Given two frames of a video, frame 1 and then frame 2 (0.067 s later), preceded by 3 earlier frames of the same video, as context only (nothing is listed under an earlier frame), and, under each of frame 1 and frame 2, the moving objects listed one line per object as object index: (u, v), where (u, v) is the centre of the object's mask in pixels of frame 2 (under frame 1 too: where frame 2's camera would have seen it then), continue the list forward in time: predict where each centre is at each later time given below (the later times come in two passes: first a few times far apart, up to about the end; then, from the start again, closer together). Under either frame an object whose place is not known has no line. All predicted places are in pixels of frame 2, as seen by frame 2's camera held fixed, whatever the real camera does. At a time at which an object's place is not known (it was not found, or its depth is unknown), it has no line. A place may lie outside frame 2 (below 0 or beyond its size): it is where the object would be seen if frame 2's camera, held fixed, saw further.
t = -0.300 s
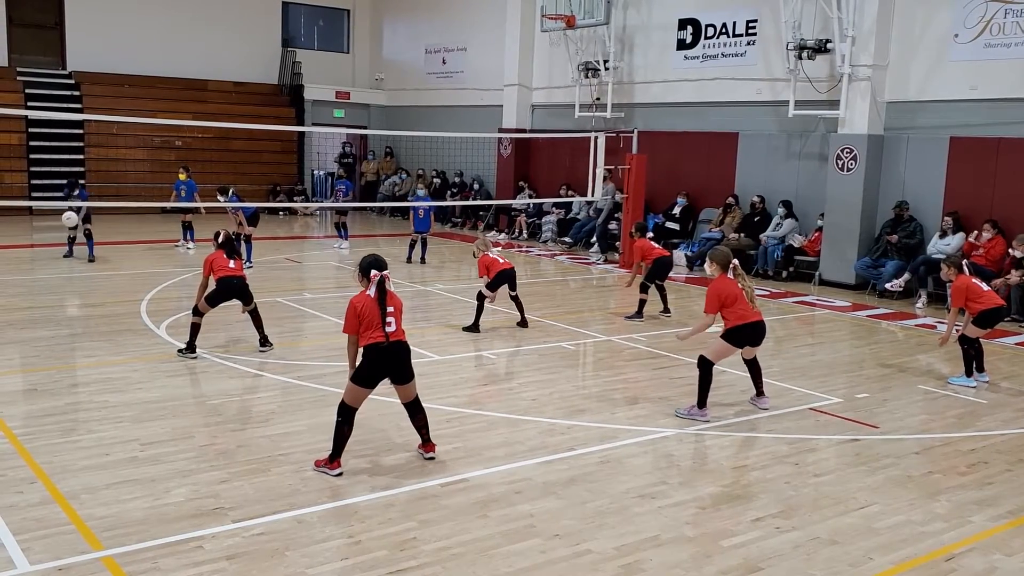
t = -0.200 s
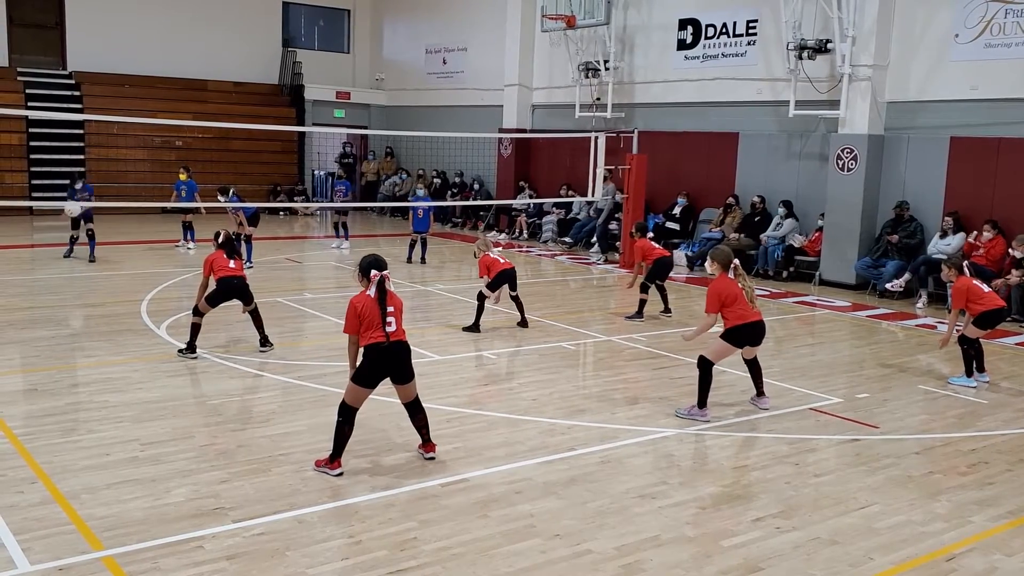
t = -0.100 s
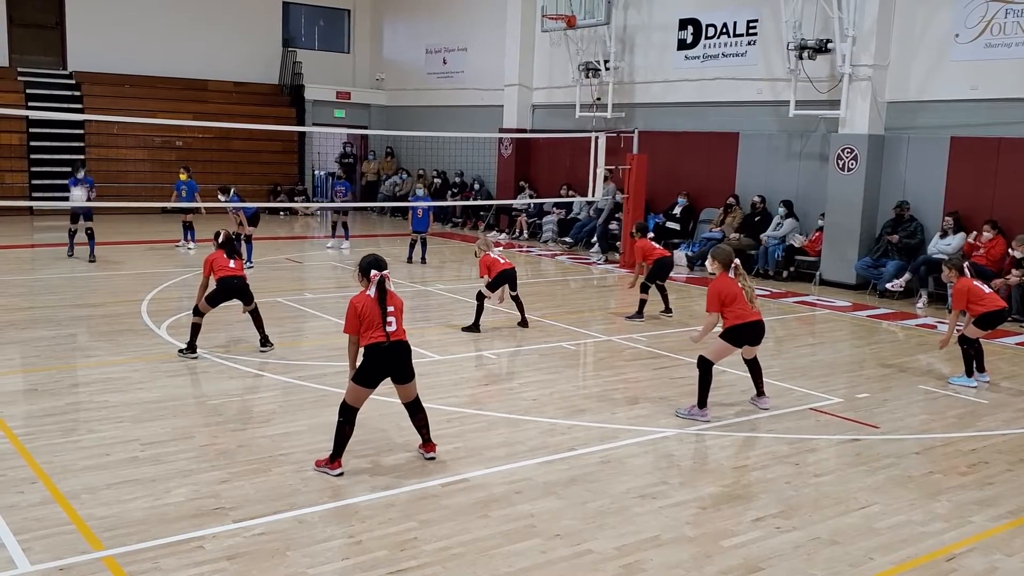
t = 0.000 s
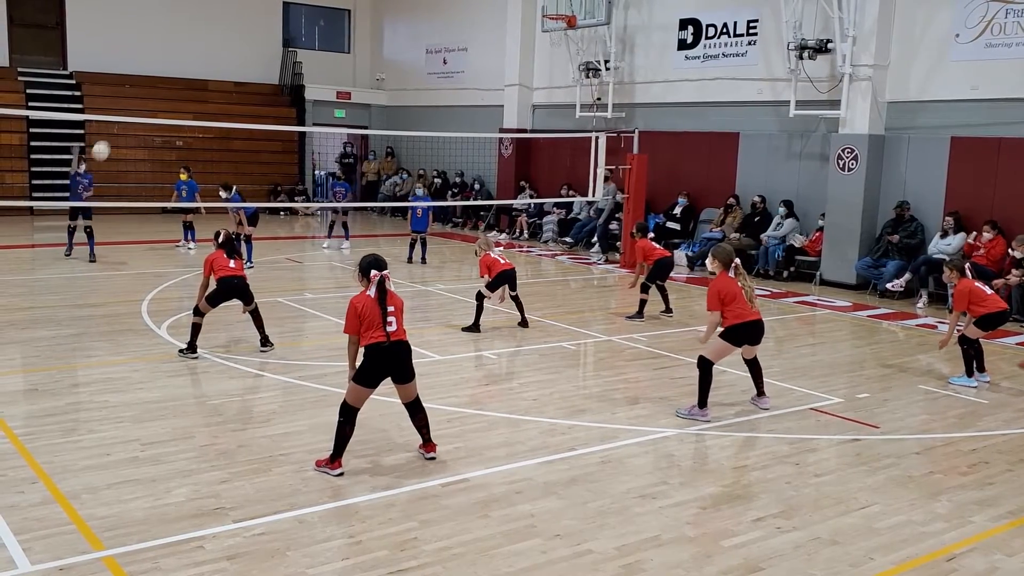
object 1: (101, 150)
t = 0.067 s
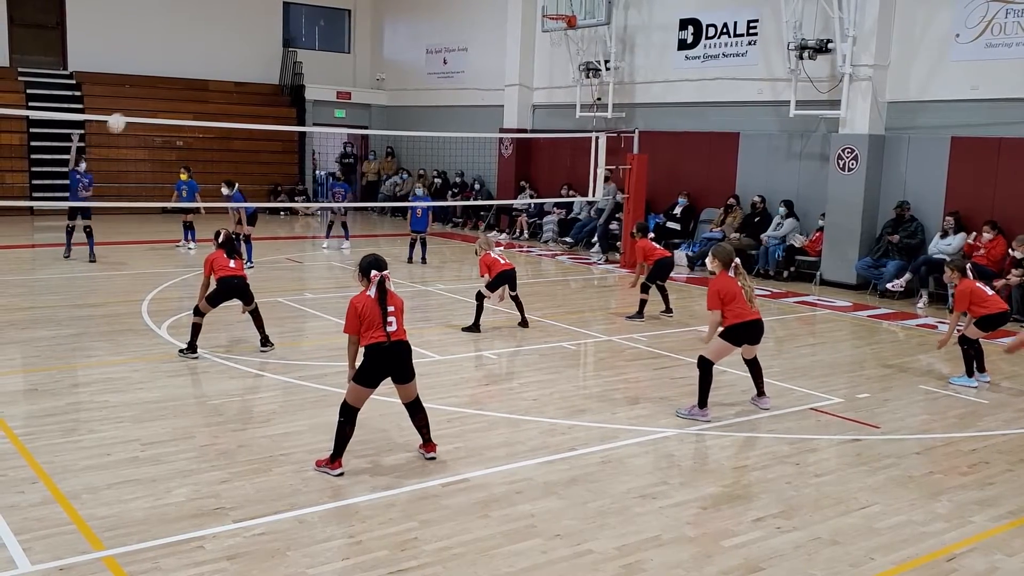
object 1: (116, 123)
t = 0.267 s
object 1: (165, 53)
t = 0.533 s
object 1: (238, 11)
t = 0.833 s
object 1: (329, 39)
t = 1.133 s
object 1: (422, 160)
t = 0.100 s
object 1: (124, 109)
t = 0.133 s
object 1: (132, 98)
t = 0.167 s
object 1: (141, 87)
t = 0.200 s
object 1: (149, 76)
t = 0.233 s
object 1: (158, 64)
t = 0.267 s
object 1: (165, 53)
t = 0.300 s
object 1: (175, 46)
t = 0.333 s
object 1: (184, 39)
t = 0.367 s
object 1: (192, 32)
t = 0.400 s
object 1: (201, 25)
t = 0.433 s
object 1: (210, 20)
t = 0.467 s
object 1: (219, 16)
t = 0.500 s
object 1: (229, 13)
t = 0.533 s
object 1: (238, 11)
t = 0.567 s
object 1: (248, 9)
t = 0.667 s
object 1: (278, 13)
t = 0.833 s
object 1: (329, 39)
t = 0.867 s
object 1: (339, 47)
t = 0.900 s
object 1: (350, 58)
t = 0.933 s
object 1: (360, 69)
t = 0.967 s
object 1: (371, 80)
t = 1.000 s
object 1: (382, 95)
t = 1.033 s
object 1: (392, 110)
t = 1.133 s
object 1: (422, 160)
